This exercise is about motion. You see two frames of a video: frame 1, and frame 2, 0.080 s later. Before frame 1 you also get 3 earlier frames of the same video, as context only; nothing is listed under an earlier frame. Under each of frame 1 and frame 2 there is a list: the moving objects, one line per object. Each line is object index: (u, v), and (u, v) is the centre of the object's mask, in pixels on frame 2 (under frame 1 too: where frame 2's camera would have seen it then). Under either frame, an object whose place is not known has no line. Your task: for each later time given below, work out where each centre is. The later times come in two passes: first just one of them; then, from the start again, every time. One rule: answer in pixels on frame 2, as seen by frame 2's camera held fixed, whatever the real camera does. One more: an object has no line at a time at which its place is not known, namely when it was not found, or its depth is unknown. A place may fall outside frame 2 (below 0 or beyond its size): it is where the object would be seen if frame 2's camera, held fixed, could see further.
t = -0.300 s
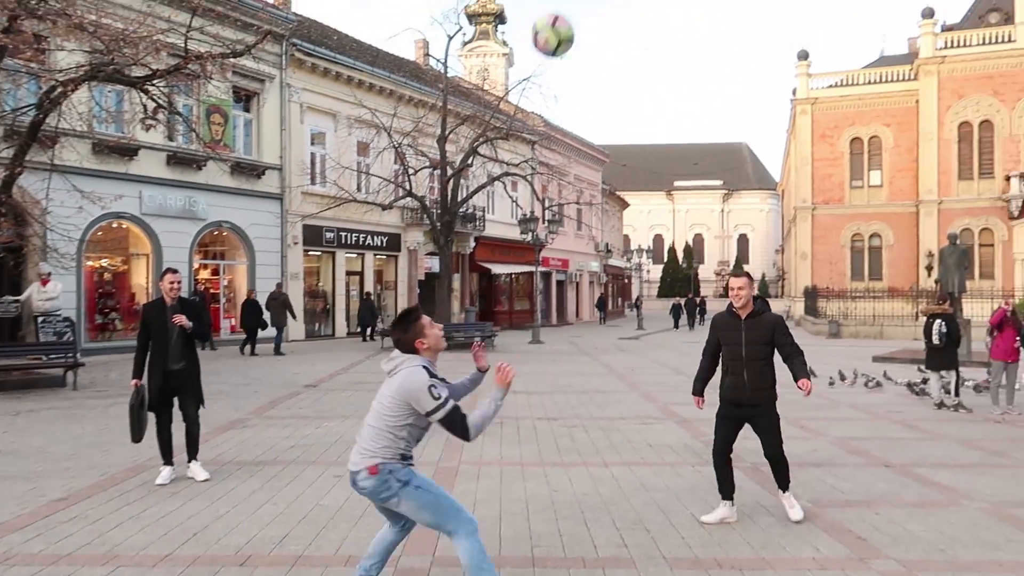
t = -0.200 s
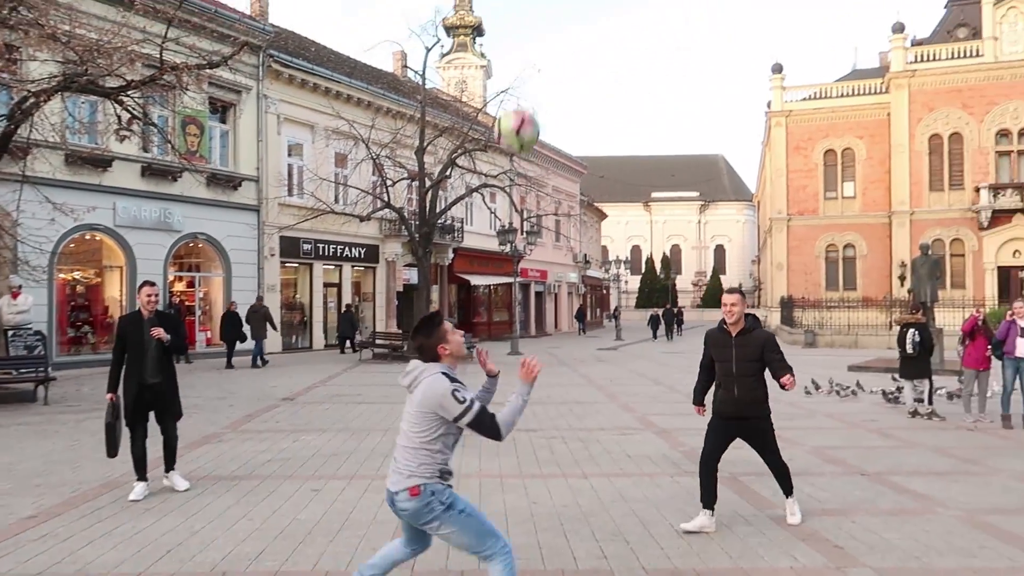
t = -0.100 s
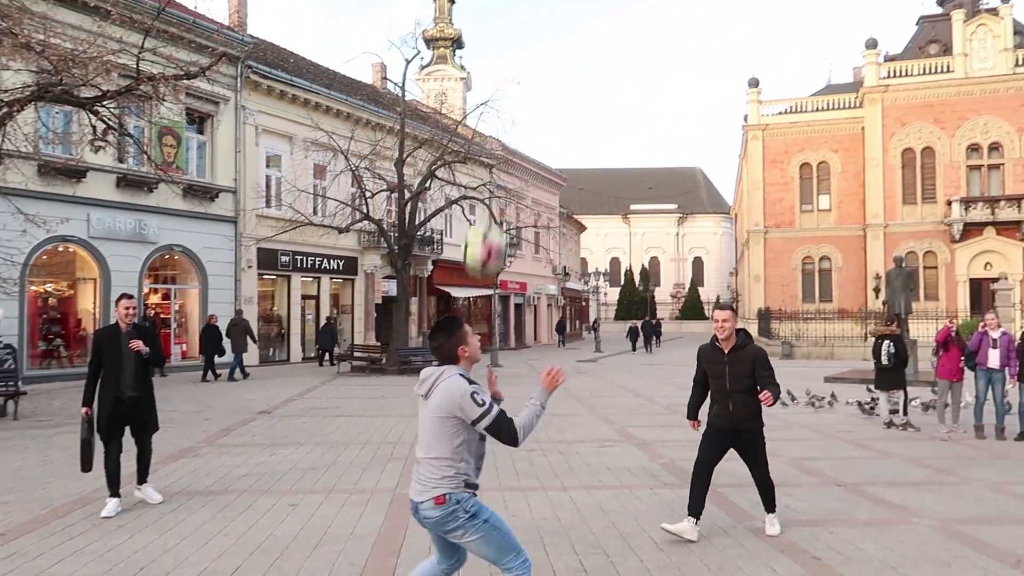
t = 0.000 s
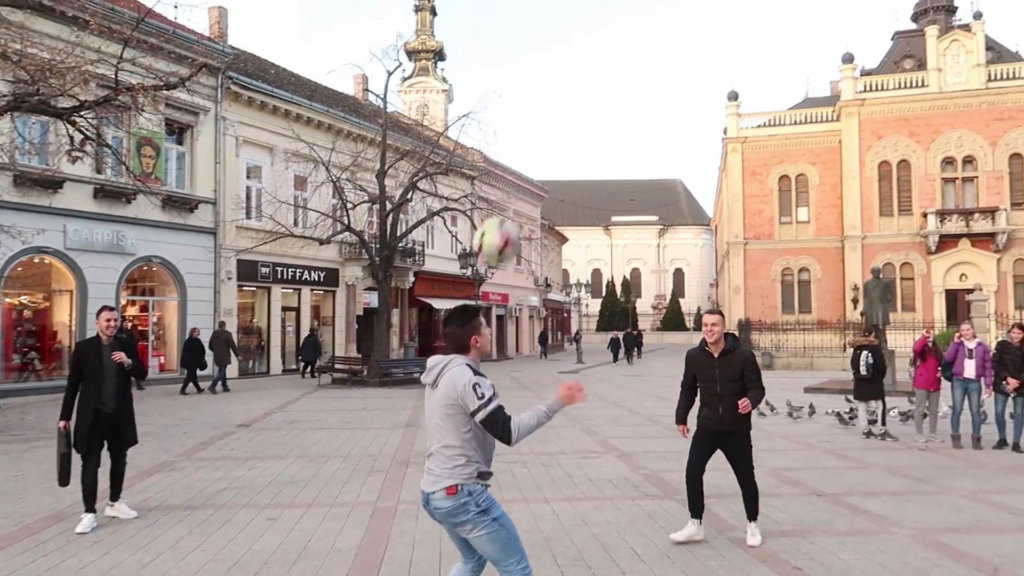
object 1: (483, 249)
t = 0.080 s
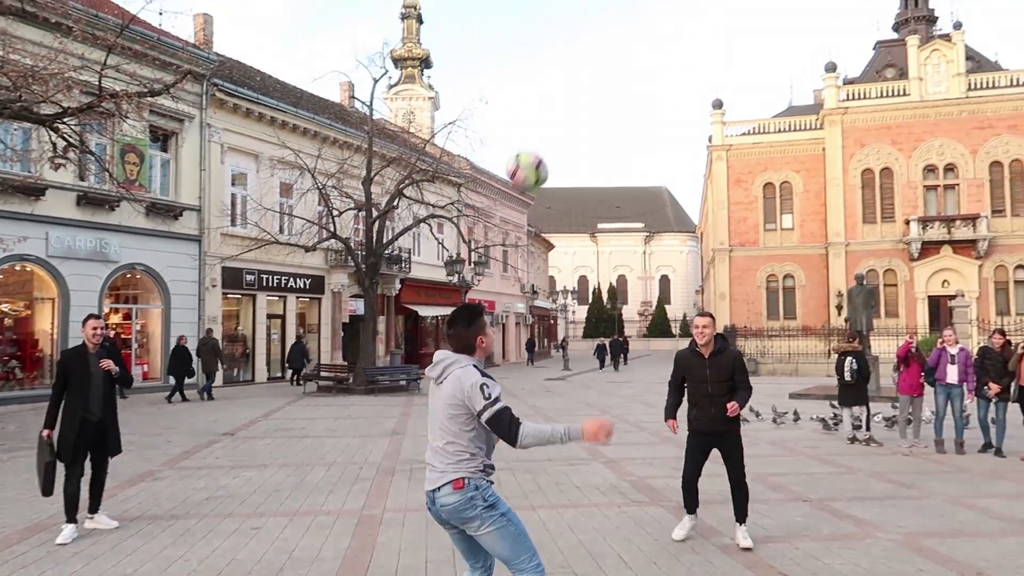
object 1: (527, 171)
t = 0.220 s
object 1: (594, 76)
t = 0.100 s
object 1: (537, 154)
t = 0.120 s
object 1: (547, 138)
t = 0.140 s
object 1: (557, 124)
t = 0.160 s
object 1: (567, 110)
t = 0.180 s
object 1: (576, 98)
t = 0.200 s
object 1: (585, 87)
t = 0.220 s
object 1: (594, 76)
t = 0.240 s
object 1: (603, 67)
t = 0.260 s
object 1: (611, 58)
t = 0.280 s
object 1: (620, 50)
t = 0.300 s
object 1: (628, 43)
